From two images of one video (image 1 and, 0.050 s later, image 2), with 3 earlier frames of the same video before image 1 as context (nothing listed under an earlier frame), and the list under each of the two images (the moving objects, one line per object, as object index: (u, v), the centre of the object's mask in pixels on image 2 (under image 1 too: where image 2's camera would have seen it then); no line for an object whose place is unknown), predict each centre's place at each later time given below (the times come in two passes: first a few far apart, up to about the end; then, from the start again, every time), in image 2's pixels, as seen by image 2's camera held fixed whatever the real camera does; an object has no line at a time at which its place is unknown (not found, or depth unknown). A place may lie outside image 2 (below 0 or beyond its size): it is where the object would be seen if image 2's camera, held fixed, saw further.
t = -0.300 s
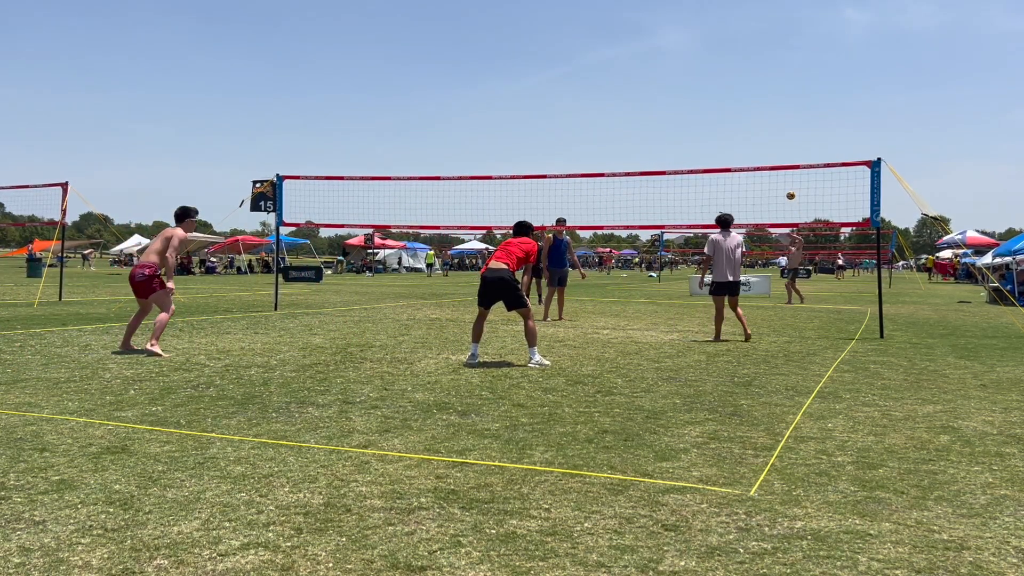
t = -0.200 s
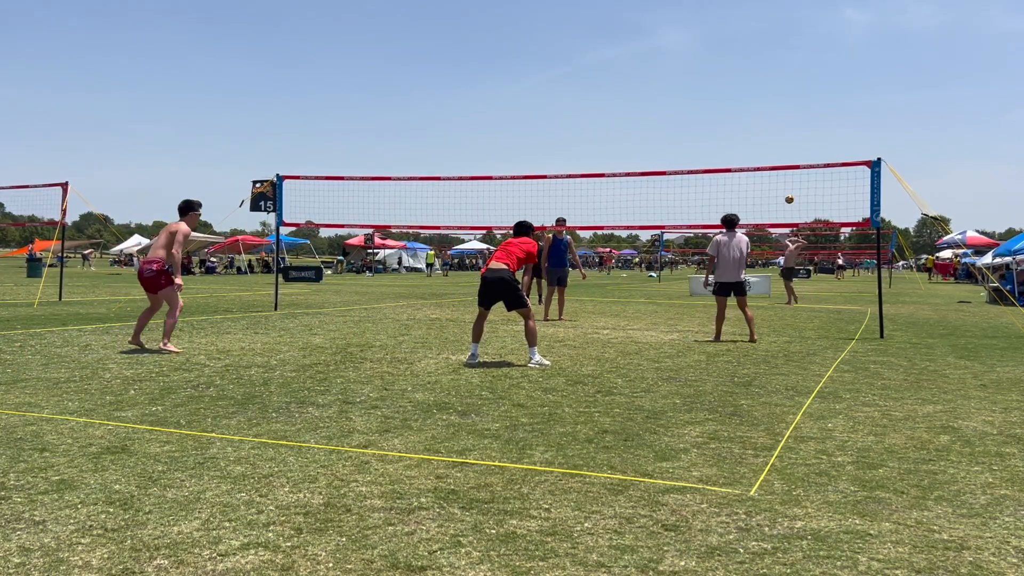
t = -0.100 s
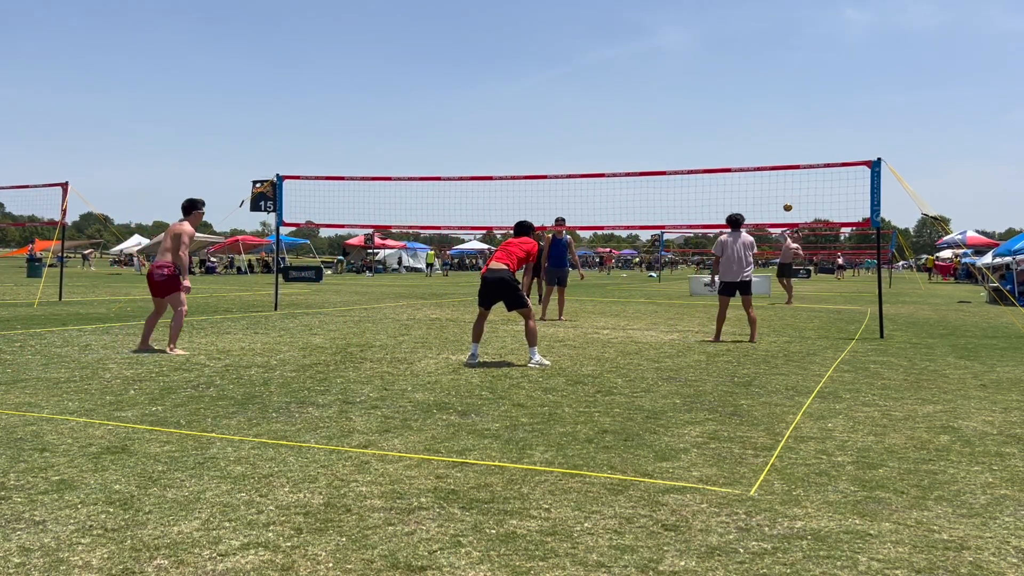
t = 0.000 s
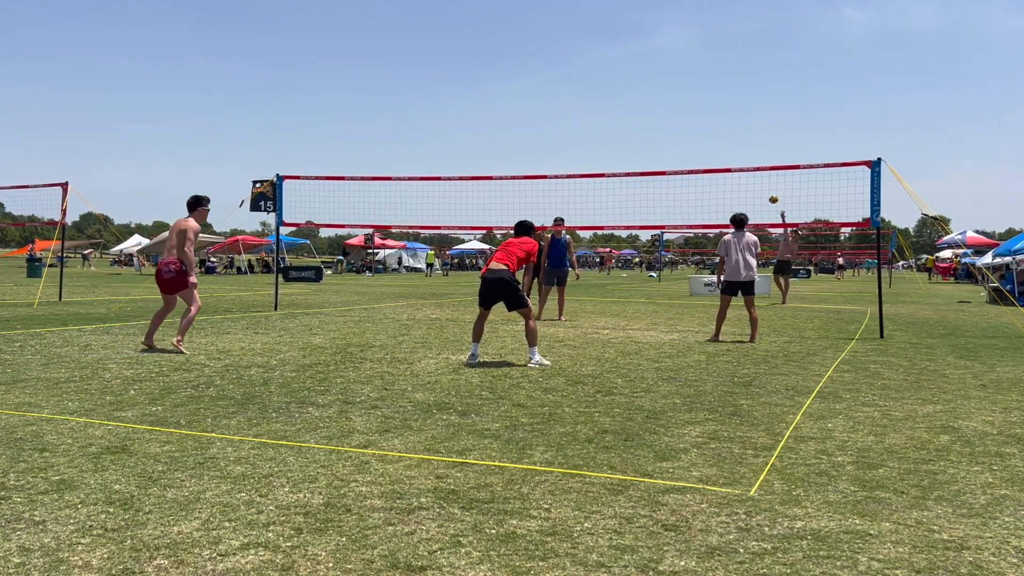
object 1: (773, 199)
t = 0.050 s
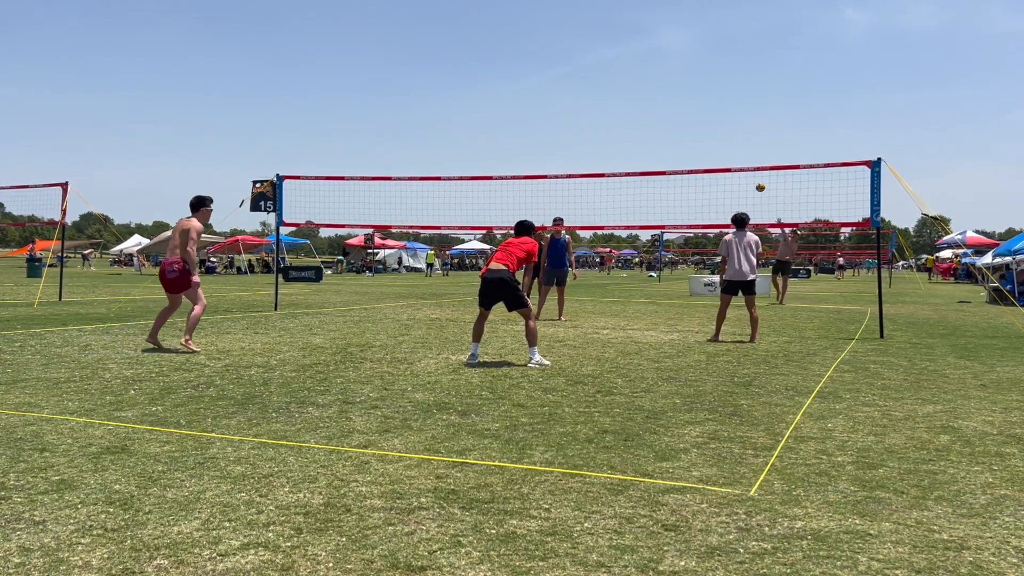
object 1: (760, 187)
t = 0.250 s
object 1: (701, 145)
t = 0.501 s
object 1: (608, 107)
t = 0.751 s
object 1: (486, 95)
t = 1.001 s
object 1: (320, 124)
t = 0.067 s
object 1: (756, 183)
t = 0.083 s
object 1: (751, 179)
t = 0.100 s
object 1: (747, 176)
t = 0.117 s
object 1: (742, 174)
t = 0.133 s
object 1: (736, 169)
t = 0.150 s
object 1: (732, 164)
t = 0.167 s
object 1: (727, 162)
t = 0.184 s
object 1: (722, 158)
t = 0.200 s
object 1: (717, 155)
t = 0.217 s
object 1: (712, 152)
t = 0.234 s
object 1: (706, 148)
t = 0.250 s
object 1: (701, 145)
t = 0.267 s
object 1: (695, 142)
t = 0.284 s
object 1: (690, 139)
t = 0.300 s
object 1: (684, 136)
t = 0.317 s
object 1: (678, 133)
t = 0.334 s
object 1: (672, 130)
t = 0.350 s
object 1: (667, 128)
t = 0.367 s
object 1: (661, 125)
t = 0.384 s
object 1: (654, 122)
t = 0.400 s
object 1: (648, 120)
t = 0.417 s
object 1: (642, 118)
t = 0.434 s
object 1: (635, 115)
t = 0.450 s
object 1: (629, 113)
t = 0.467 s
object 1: (622, 111)
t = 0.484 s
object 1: (615, 109)
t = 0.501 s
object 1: (608, 107)
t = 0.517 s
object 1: (601, 106)
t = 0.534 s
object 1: (594, 104)
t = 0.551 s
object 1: (587, 102)
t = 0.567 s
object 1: (579, 101)
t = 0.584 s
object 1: (571, 100)
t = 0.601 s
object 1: (564, 99)
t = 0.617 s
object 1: (556, 98)
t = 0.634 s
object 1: (548, 97)
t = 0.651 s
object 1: (539, 96)
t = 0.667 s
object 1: (531, 96)
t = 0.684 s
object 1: (523, 95)
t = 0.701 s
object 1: (514, 95)
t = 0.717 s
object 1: (505, 95)
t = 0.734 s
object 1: (495, 95)
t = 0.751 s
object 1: (486, 95)
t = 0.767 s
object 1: (477, 96)
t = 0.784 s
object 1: (467, 96)
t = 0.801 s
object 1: (457, 97)
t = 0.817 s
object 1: (447, 98)
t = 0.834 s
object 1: (437, 100)
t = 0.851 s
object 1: (426, 101)
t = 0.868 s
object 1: (416, 102)
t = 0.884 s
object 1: (404, 104)
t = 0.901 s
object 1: (393, 107)
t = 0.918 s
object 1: (381, 109)
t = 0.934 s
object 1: (370, 111)
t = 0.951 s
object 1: (358, 114)
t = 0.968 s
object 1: (345, 117)
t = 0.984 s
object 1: (333, 121)
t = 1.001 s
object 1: (320, 124)
